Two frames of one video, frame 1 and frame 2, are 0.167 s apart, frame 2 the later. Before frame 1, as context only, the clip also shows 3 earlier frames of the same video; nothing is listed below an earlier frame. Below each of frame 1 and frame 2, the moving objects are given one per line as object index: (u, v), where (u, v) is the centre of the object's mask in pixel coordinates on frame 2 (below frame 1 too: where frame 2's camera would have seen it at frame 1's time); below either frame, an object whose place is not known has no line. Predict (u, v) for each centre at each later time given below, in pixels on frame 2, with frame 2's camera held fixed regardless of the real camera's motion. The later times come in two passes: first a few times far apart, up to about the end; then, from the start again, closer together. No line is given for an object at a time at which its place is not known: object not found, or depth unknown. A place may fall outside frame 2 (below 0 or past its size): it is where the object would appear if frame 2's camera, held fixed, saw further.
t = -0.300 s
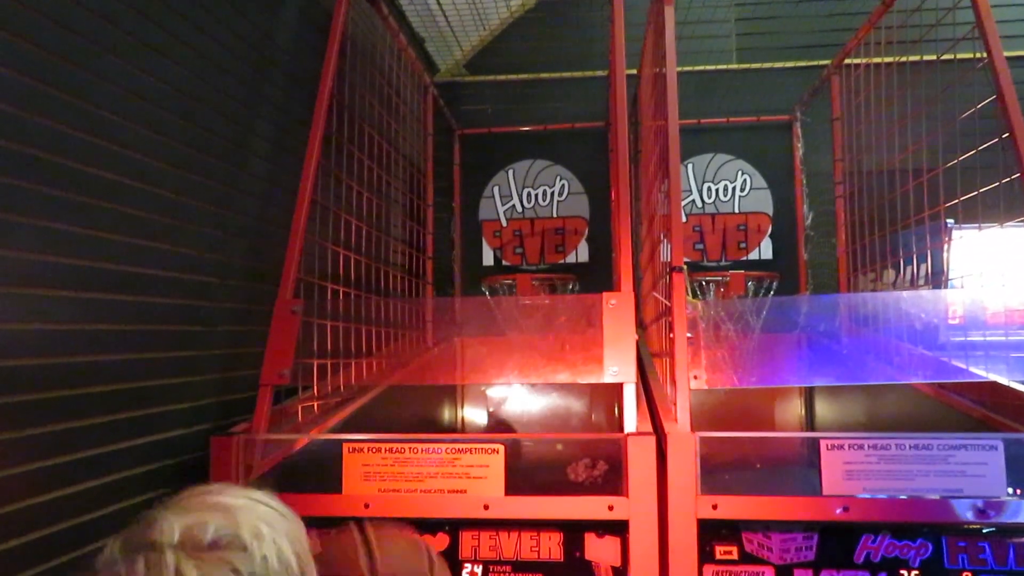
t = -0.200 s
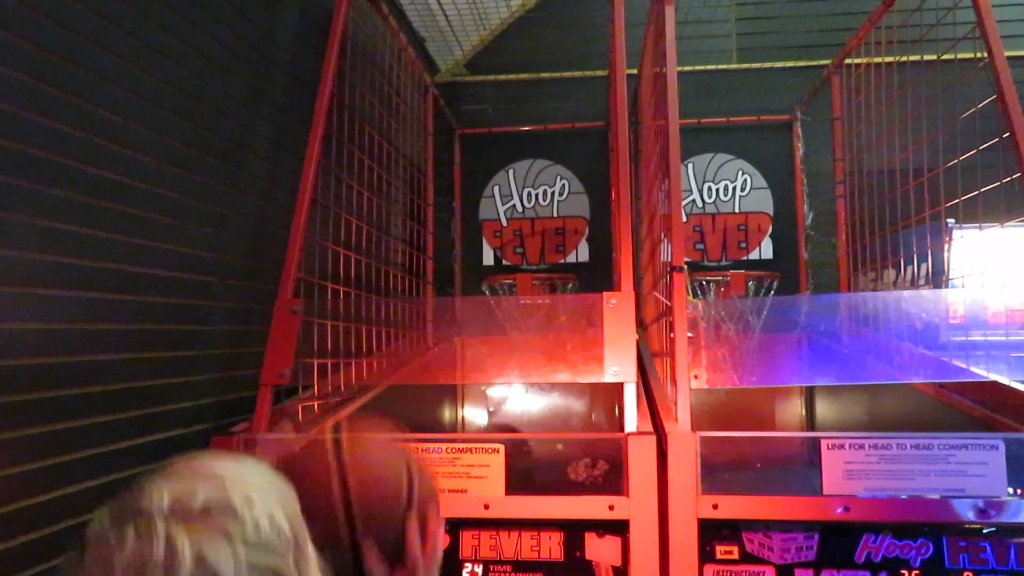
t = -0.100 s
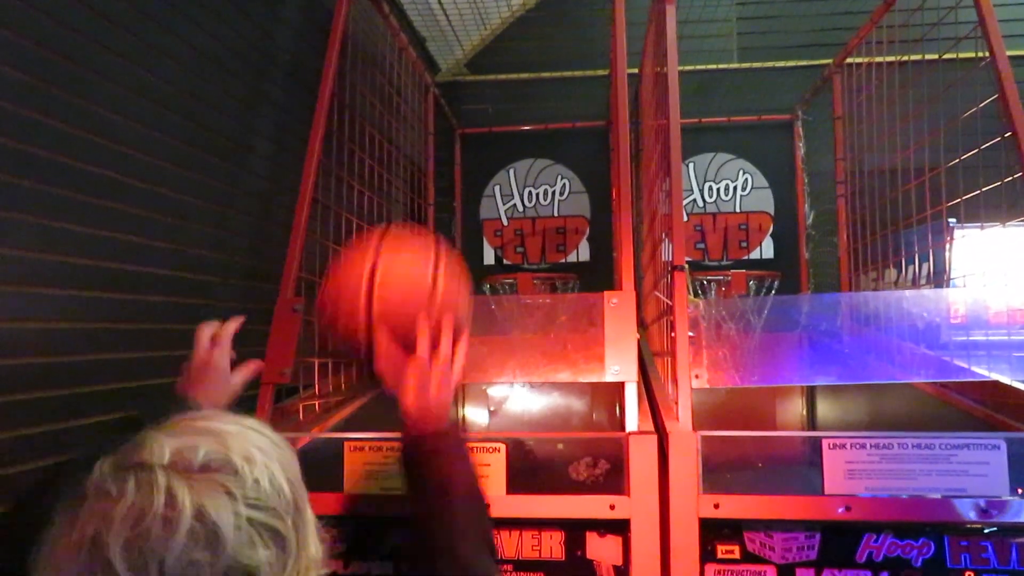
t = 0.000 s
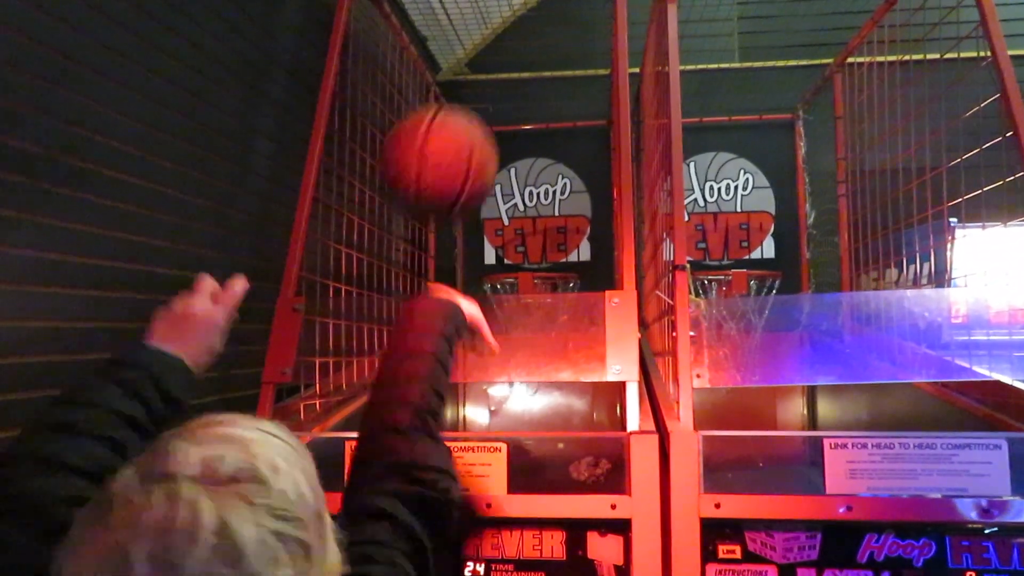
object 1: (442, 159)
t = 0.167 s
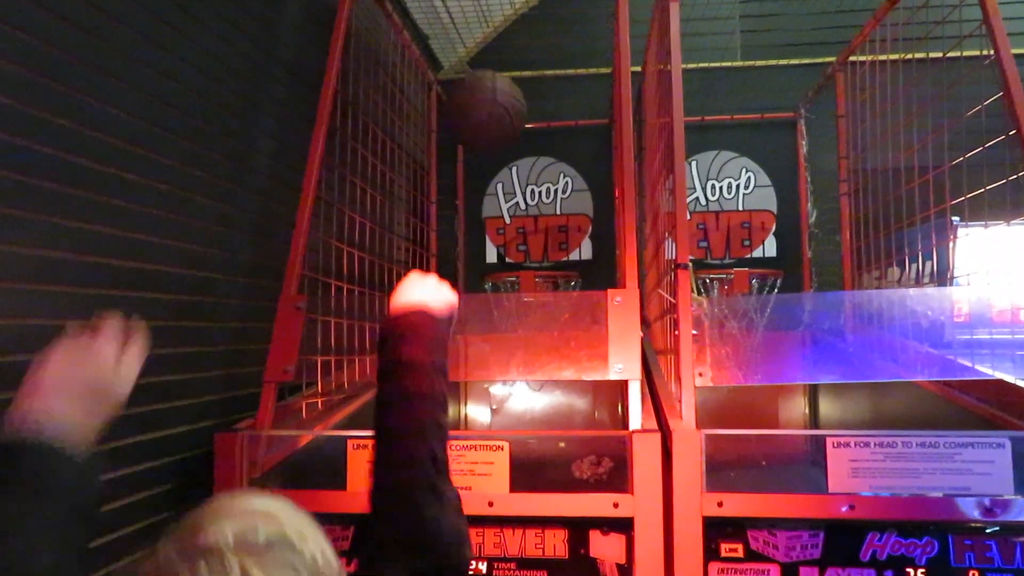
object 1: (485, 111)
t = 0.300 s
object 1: (506, 145)
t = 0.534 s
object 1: (533, 253)
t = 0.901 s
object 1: (558, 439)
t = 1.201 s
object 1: (578, 451)
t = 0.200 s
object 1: (491, 116)
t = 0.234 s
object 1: (497, 124)
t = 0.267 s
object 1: (502, 134)
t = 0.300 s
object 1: (506, 145)
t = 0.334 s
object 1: (511, 159)
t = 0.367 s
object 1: (514, 174)
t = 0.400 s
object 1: (517, 193)
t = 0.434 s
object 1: (520, 214)
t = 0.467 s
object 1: (524, 235)
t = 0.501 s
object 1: (526, 250)
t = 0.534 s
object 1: (533, 253)
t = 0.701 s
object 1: (544, 387)
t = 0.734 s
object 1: (547, 400)
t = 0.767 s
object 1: (550, 417)
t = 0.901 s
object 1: (558, 439)
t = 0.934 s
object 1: (560, 427)
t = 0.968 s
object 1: (564, 418)
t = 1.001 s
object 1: (566, 411)
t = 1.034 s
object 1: (567, 410)
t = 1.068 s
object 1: (569, 410)
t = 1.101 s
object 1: (571, 412)
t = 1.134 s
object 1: (574, 425)
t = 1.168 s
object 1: (576, 435)
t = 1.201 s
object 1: (578, 451)
